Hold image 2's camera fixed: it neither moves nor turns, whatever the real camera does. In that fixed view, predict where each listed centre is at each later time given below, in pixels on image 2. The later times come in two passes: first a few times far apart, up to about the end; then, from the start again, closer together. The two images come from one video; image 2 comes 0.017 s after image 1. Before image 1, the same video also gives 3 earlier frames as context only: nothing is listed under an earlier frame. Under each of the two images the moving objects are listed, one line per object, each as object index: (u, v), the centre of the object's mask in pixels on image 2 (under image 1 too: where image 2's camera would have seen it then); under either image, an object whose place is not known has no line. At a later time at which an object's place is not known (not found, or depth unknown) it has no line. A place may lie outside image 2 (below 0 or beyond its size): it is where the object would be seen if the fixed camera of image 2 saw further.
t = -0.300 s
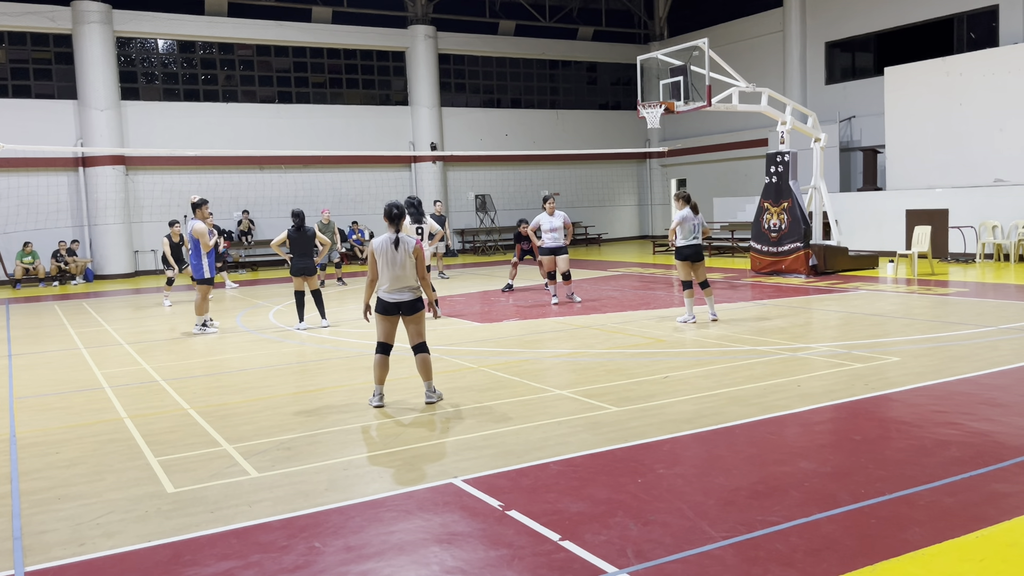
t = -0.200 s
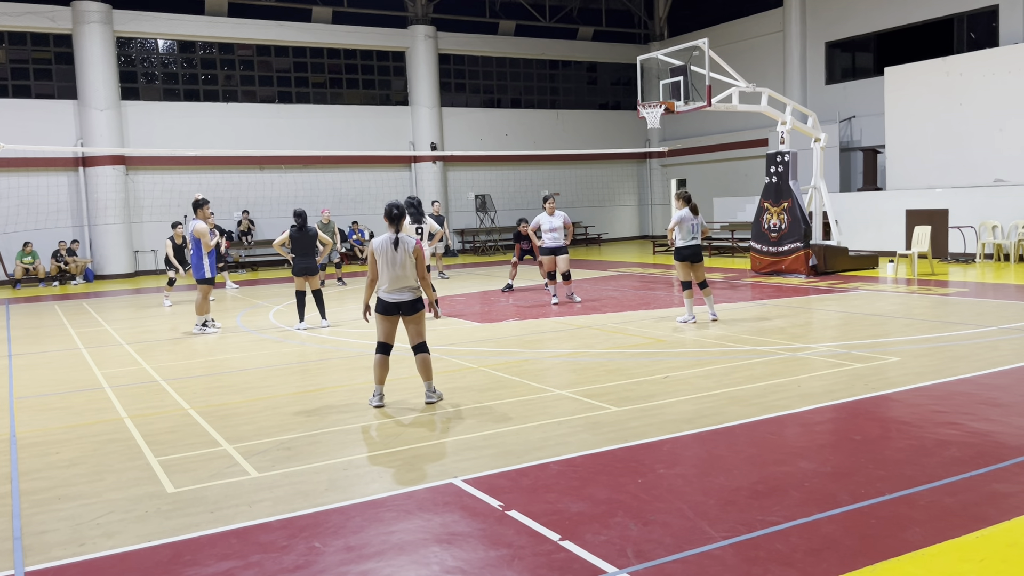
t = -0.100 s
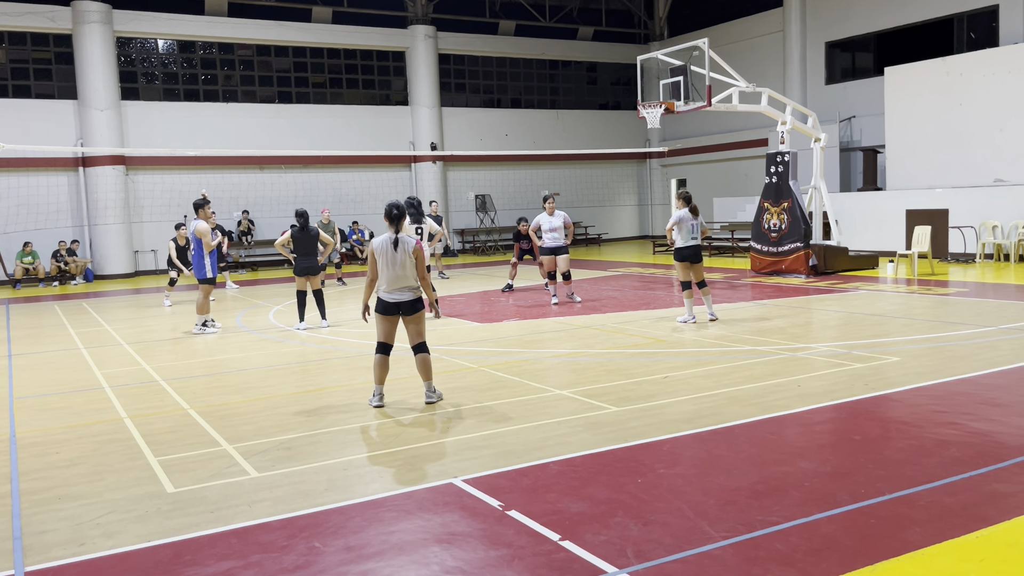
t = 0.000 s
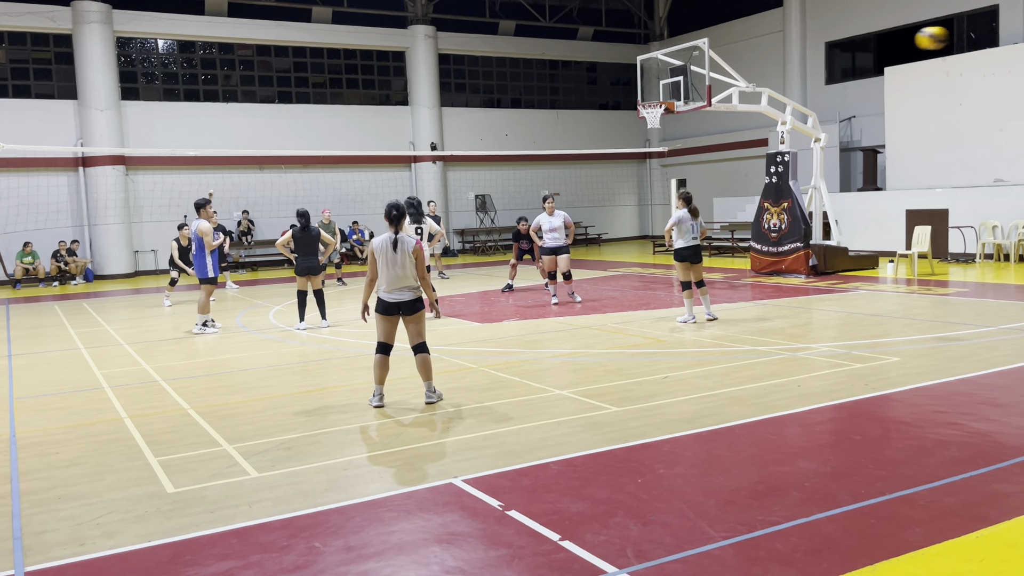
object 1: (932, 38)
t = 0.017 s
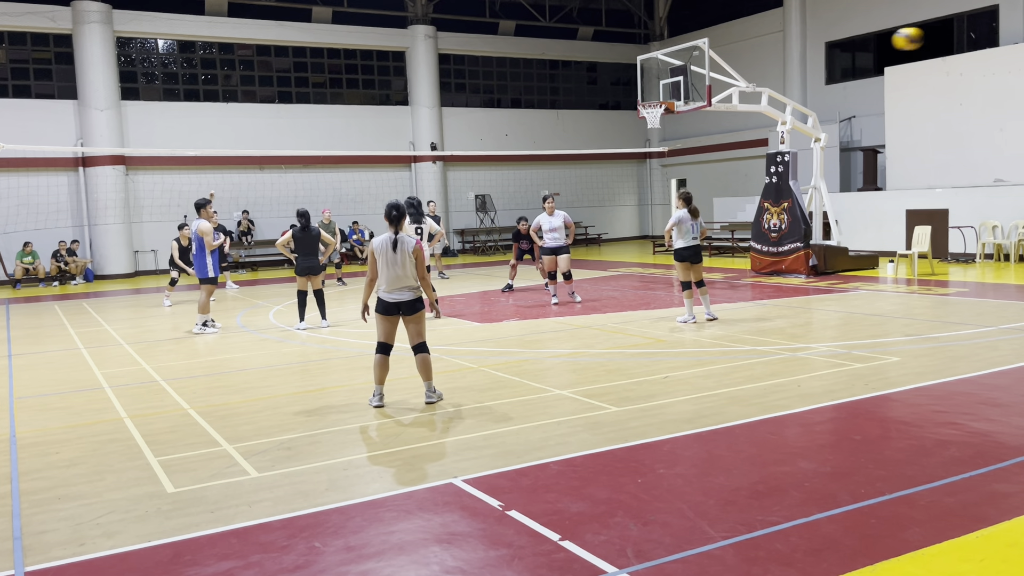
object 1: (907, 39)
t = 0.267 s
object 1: (652, 73)
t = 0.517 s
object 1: (505, 134)
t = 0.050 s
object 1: (864, 41)
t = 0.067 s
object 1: (843, 43)
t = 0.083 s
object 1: (823, 44)
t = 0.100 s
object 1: (805, 45)
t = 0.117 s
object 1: (786, 47)
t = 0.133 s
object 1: (769, 49)
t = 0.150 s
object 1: (752, 52)
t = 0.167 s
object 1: (736, 54)
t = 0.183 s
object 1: (721, 57)
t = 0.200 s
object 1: (706, 60)
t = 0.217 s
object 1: (692, 63)
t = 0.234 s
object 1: (678, 67)
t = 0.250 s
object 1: (665, 70)
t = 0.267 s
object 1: (652, 73)
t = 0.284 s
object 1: (640, 77)
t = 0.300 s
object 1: (628, 81)
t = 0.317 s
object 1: (617, 84)
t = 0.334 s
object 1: (606, 88)
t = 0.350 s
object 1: (595, 92)
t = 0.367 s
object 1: (585, 96)
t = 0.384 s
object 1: (575, 100)
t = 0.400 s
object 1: (565, 104)
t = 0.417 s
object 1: (555, 108)
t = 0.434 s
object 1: (546, 112)
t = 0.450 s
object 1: (537, 116)
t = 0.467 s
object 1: (529, 121)
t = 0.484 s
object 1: (521, 125)
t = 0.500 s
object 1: (513, 130)
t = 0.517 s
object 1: (505, 134)
